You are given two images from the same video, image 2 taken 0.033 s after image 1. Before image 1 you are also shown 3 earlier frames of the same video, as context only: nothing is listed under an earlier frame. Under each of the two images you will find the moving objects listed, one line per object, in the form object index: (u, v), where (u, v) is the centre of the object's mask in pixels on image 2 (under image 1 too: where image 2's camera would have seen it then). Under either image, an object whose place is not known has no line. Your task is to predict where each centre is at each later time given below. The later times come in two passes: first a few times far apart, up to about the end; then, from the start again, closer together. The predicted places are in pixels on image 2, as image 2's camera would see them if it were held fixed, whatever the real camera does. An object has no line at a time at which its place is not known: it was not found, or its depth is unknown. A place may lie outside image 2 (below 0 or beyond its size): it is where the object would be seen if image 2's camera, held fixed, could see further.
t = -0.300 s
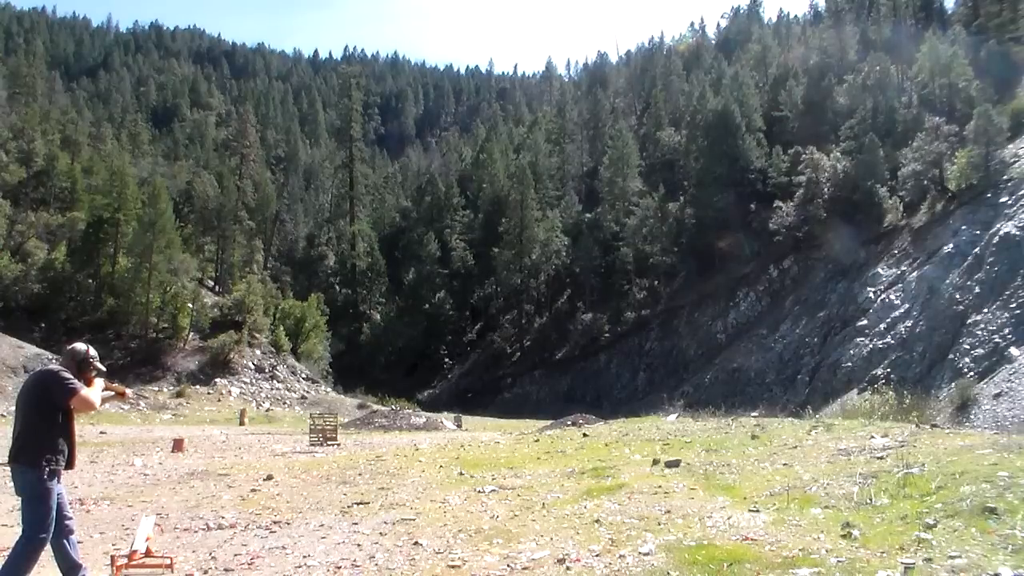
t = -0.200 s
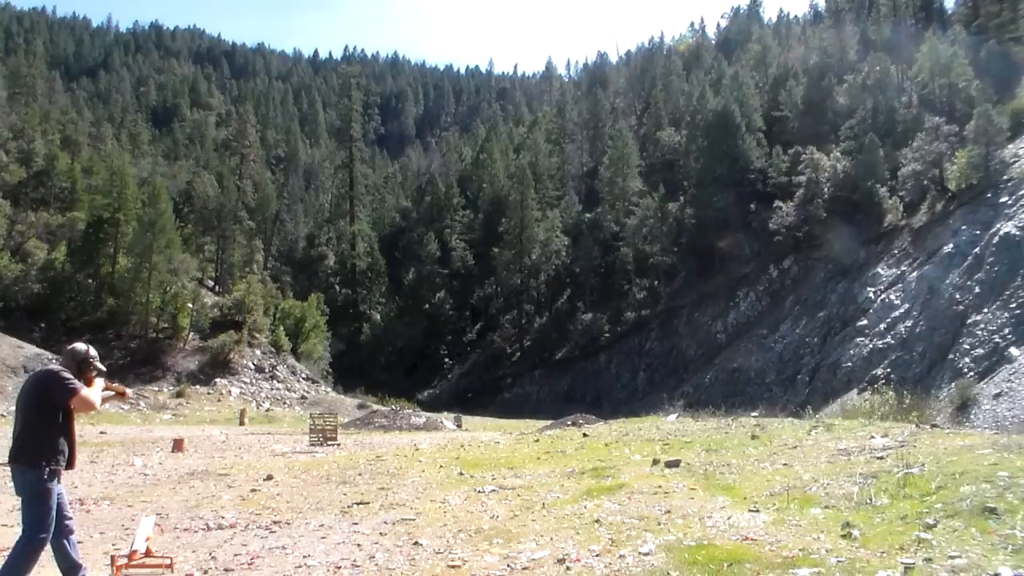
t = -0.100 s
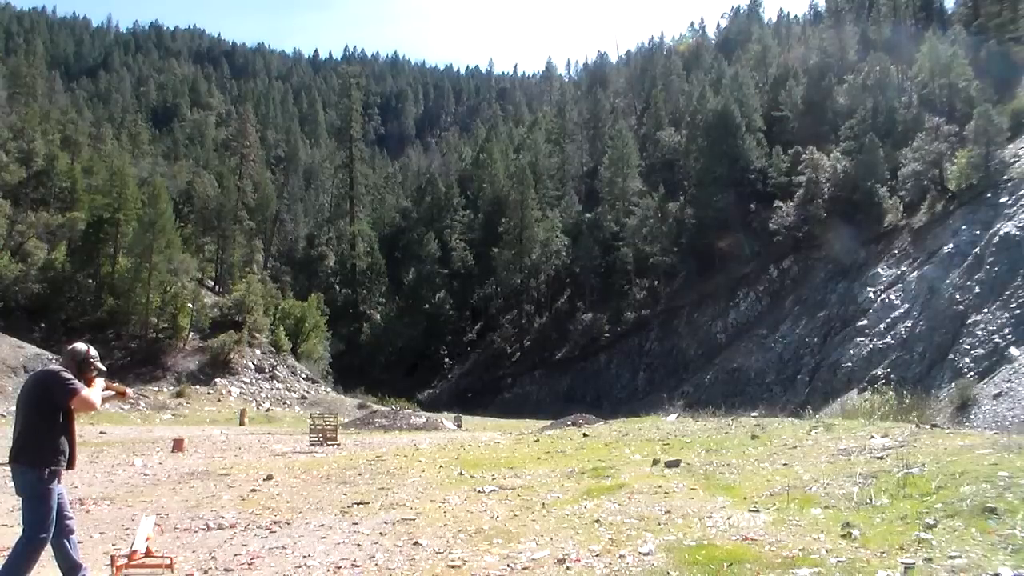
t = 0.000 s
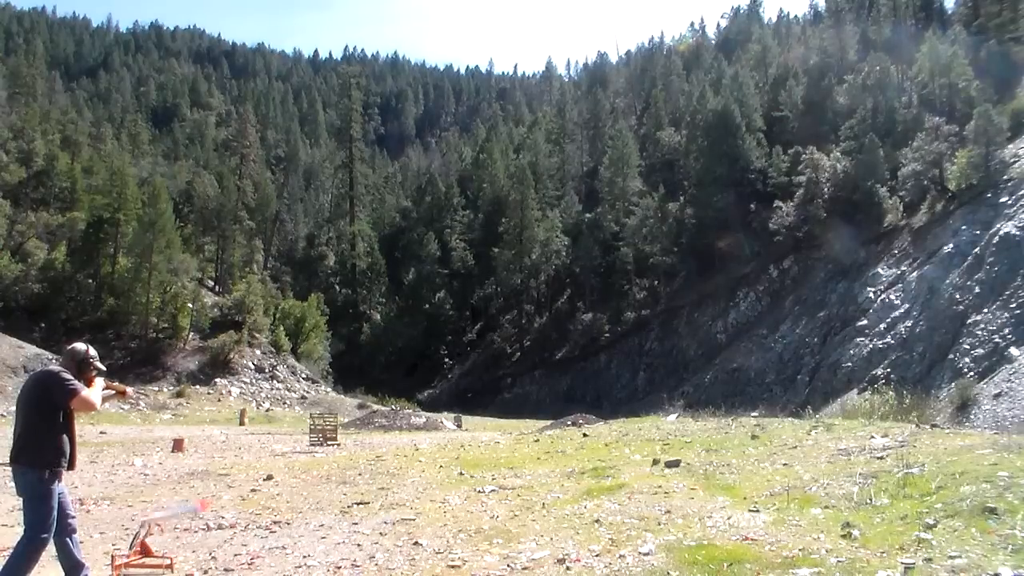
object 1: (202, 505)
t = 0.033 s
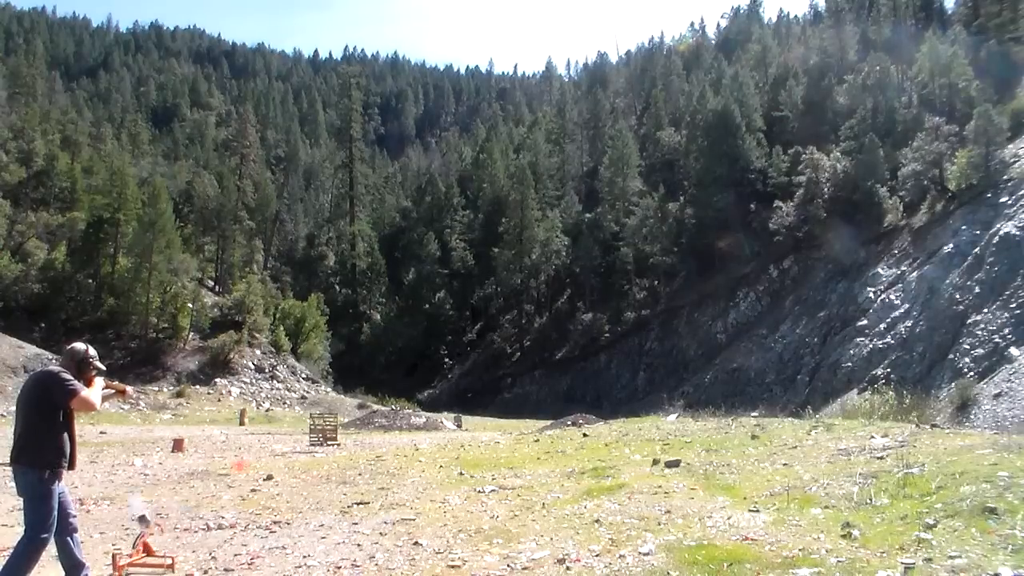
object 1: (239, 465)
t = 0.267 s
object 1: (397, 289)
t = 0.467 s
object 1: (463, 221)
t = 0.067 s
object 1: (275, 429)
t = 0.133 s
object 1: (326, 372)
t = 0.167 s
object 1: (347, 348)
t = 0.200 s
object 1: (364, 325)
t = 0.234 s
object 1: (382, 307)
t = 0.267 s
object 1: (397, 289)
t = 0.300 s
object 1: (410, 275)
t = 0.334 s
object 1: (423, 262)
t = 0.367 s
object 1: (434, 251)
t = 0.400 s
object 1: (445, 239)
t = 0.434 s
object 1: (454, 230)
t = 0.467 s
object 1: (463, 221)
